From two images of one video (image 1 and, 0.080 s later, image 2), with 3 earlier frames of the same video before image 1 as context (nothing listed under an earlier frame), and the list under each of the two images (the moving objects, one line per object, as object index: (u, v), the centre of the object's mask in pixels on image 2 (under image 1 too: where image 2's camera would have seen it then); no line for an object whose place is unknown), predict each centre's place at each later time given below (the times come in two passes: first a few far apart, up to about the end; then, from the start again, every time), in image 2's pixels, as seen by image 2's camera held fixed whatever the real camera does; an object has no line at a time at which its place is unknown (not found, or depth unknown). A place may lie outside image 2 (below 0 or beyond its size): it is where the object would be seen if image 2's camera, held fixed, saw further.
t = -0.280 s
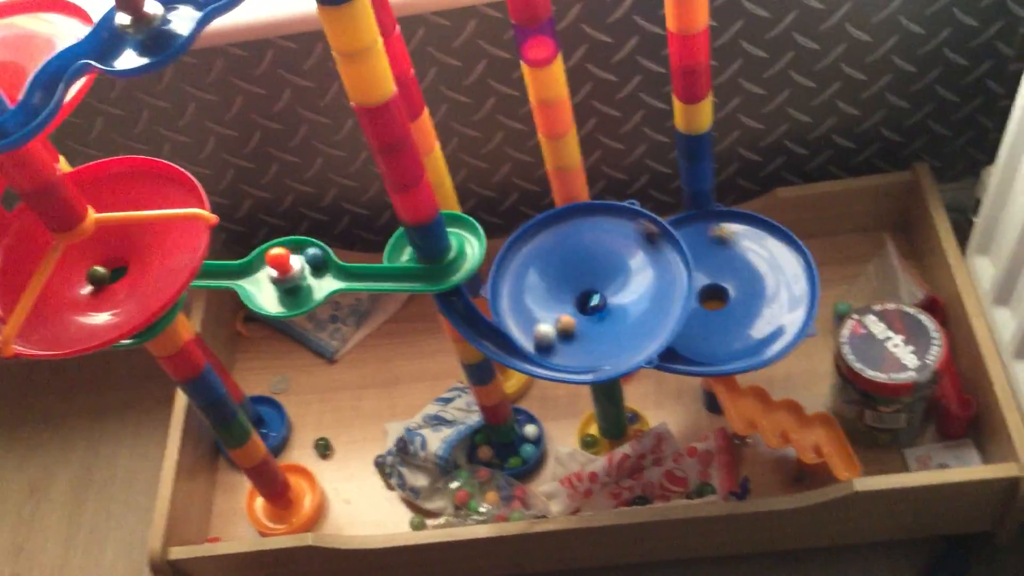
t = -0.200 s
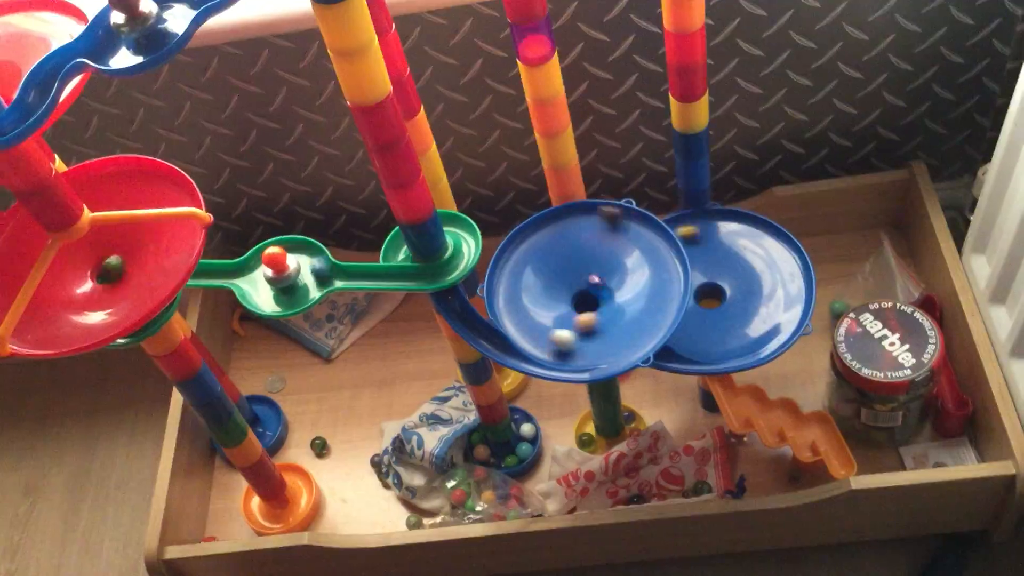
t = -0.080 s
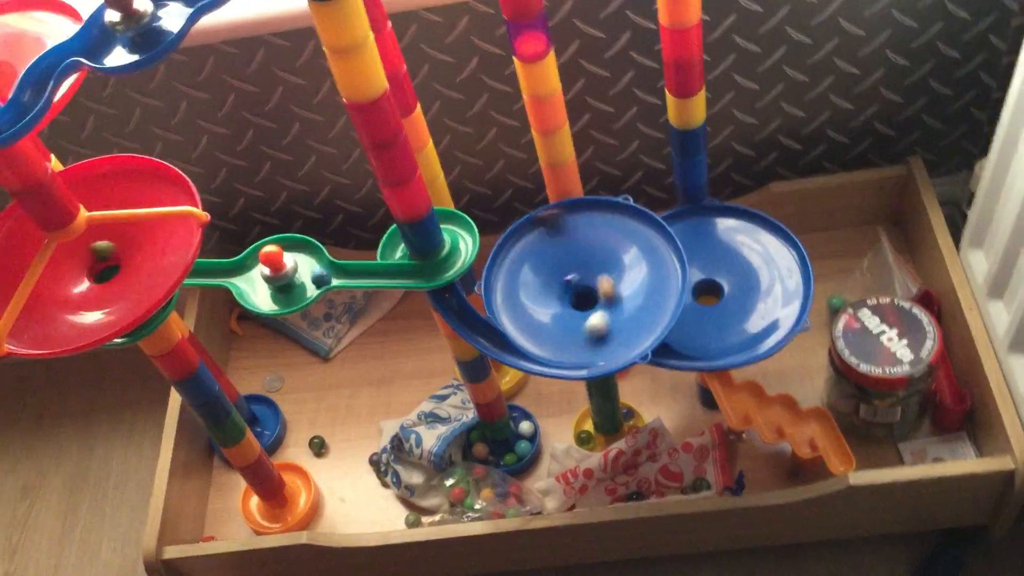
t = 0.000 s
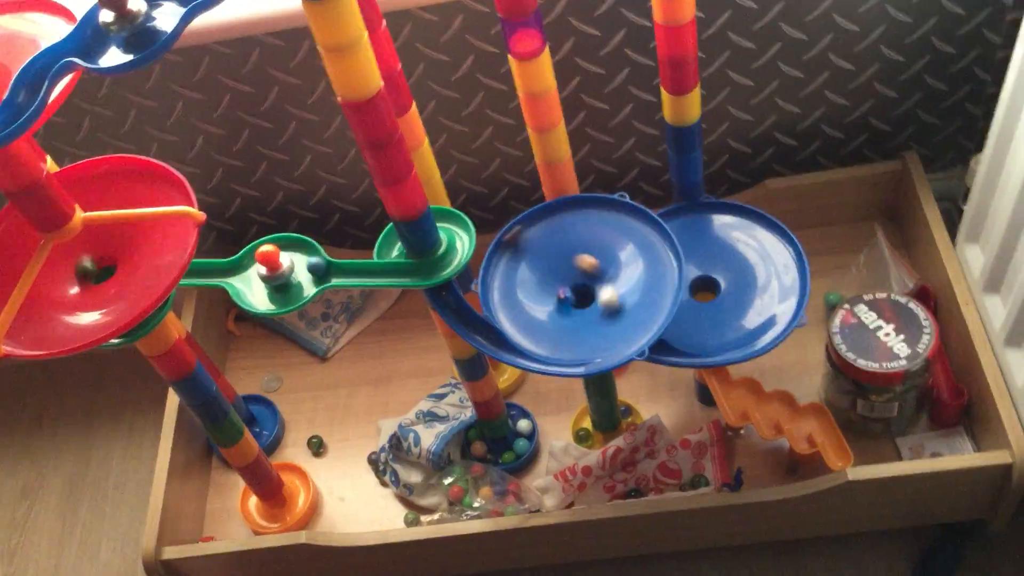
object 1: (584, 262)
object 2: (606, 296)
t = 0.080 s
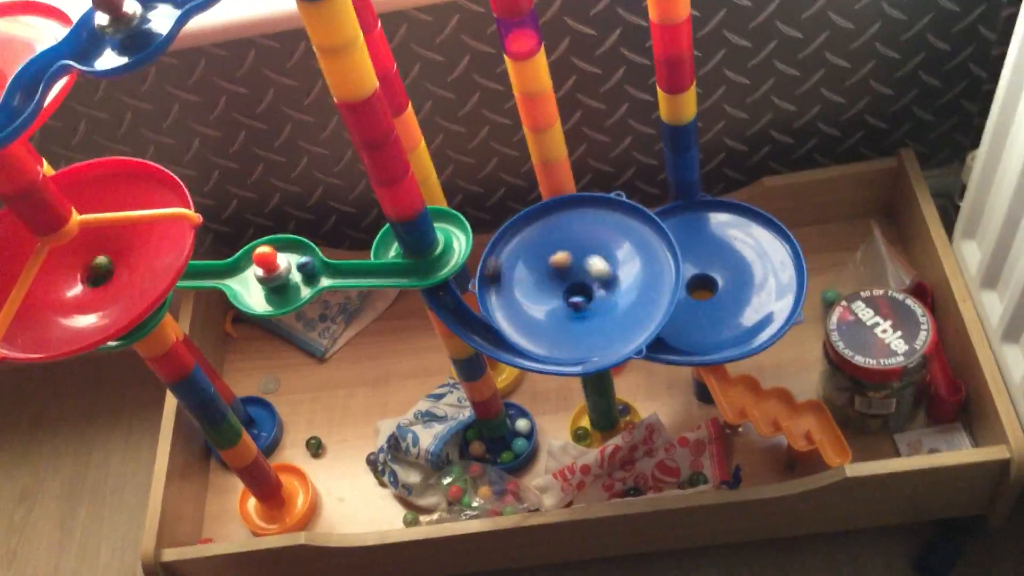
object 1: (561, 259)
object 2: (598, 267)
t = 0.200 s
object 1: (543, 284)
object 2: (556, 249)
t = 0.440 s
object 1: (601, 295)
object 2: (524, 294)
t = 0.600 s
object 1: (575, 270)
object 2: (575, 316)
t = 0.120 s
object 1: (551, 265)
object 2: (585, 256)
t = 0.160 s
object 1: (545, 274)
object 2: (570, 251)
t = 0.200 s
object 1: (543, 284)
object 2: (556, 249)
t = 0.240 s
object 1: (547, 295)
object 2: (542, 252)
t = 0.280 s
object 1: (556, 305)
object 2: (532, 257)
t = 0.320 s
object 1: (569, 309)
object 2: (525, 265)
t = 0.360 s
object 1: (583, 309)
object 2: (521, 274)
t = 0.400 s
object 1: (594, 303)
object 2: (520, 284)
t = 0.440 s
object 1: (601, 295)
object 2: (524, 294)
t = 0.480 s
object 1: (602, 284)
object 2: (531, 303)
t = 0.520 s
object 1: (598, 276)
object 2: (543, 310)
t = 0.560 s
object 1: (587, 271)
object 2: (558, 315)
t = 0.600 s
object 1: (575, 270)
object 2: (575, 316)
